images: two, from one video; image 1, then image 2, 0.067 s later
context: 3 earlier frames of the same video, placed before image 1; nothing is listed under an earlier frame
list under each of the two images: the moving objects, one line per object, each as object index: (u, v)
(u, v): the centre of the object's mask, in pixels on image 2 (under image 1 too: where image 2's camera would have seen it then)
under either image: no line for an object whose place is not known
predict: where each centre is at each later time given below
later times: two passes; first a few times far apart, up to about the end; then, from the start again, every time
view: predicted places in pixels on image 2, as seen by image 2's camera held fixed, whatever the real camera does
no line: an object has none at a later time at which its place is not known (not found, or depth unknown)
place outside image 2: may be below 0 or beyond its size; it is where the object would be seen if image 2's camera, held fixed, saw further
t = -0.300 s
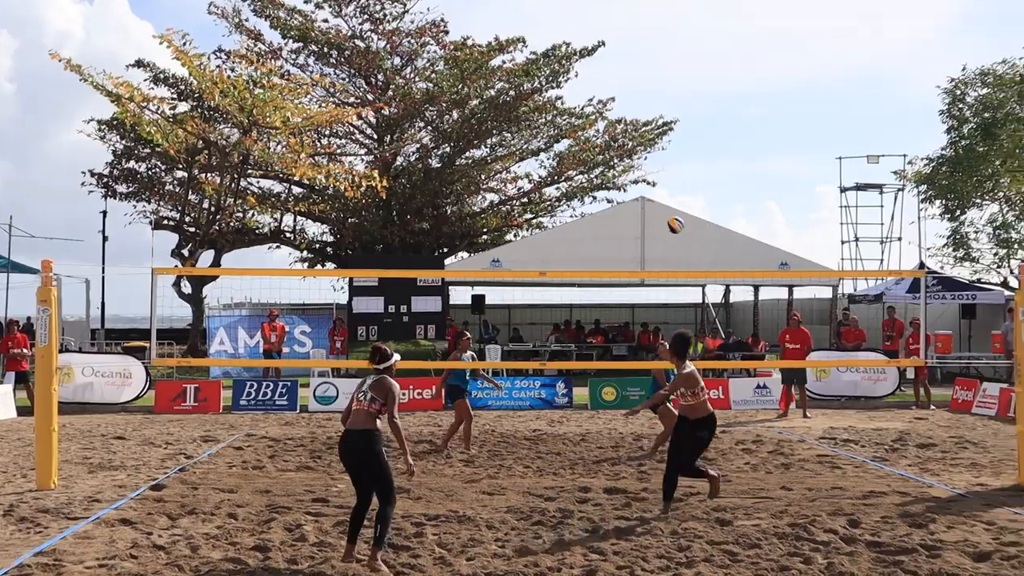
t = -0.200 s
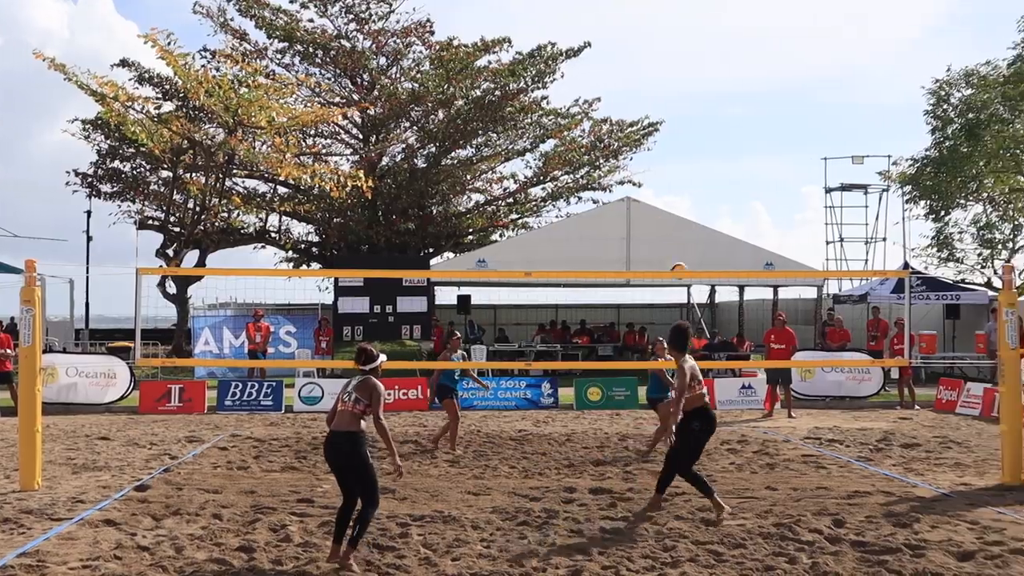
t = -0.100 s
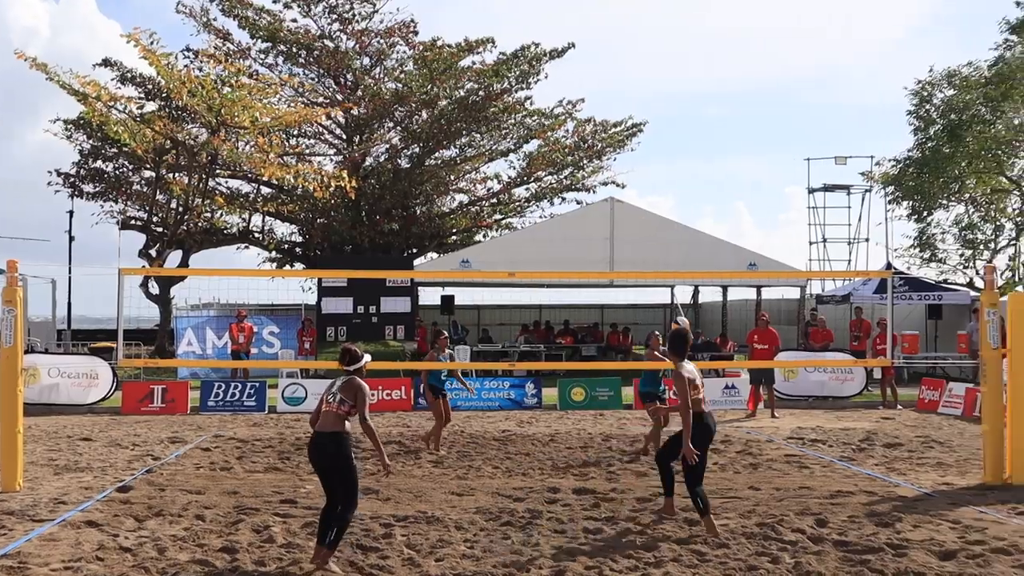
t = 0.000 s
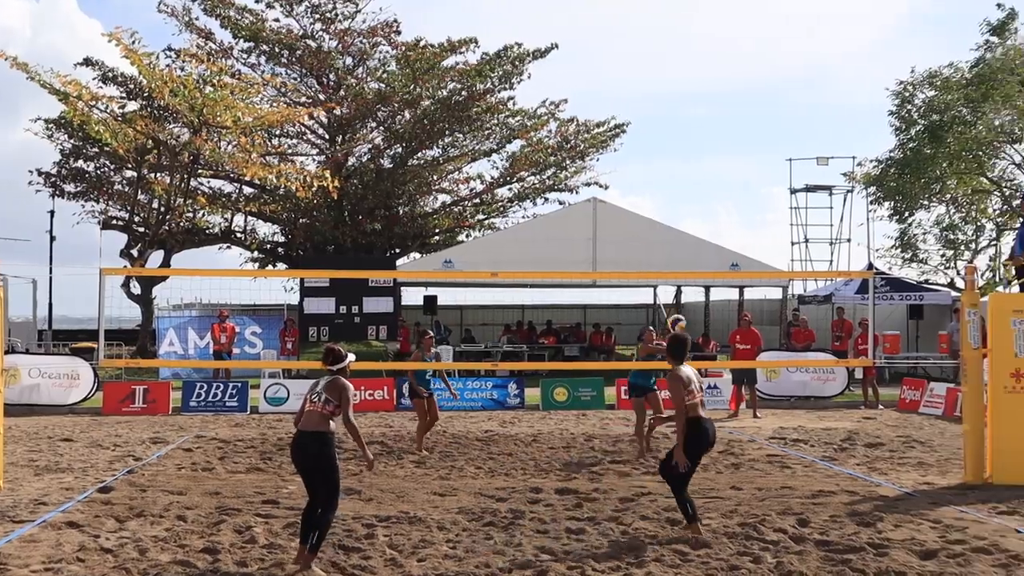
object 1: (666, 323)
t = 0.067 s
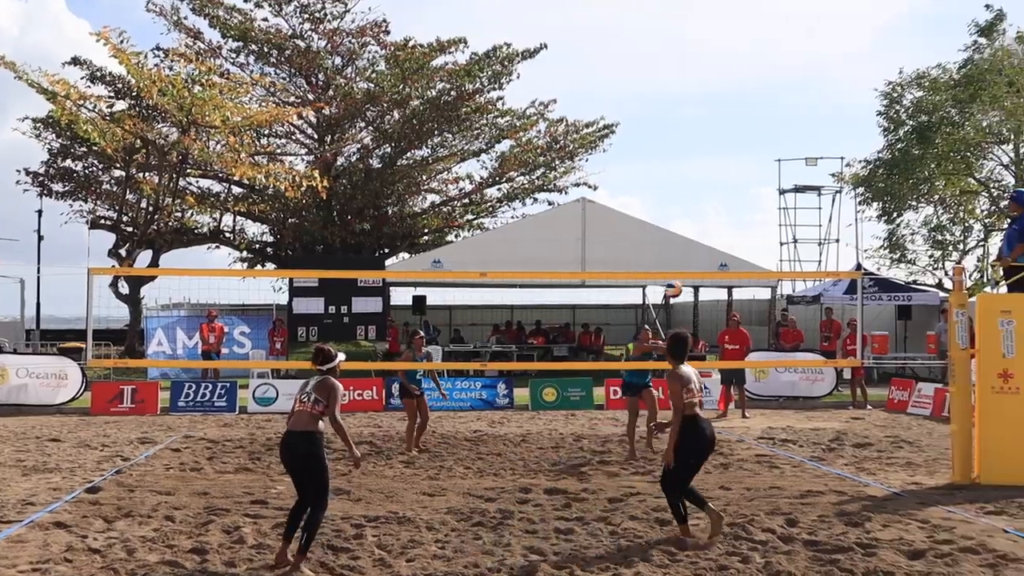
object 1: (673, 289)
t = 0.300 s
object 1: (703, 191)
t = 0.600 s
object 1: (743, 118)
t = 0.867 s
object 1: (782, 125)
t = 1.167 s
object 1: (827, 248)
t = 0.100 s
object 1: (678, 268)
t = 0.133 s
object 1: (682, 258)
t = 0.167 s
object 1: (685, 243)
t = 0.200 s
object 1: (690, 229)
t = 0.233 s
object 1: (694, 215)
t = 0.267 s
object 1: (699, 203)
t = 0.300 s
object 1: (703, 191)
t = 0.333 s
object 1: (708, 179)
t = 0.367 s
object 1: (712, 169)
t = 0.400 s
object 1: (716, 159)
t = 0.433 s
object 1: (721, 150)
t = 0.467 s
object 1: (725, 142)
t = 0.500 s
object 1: (730, 134)
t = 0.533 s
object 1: (734, 128)
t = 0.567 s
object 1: (739, 122)
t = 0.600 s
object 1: (743, 118)
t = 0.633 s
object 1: (748, 116)
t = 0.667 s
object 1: (753, 113)
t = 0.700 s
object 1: (758, 112)
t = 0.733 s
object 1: (762, 112)
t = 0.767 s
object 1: (767, 113)
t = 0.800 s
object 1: (772, 116)
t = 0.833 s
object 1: (777, 120)
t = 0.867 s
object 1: (782, 125)
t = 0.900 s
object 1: (787, 132)
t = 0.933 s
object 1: (792, 141)
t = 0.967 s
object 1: (796, 150)
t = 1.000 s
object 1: (801, 162)
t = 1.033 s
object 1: (807, 175)
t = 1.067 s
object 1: (812, 190)
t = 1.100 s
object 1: (816, 207)
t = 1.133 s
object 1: (821, 227)
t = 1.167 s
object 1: (827, 248)
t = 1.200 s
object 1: (832, 272)
